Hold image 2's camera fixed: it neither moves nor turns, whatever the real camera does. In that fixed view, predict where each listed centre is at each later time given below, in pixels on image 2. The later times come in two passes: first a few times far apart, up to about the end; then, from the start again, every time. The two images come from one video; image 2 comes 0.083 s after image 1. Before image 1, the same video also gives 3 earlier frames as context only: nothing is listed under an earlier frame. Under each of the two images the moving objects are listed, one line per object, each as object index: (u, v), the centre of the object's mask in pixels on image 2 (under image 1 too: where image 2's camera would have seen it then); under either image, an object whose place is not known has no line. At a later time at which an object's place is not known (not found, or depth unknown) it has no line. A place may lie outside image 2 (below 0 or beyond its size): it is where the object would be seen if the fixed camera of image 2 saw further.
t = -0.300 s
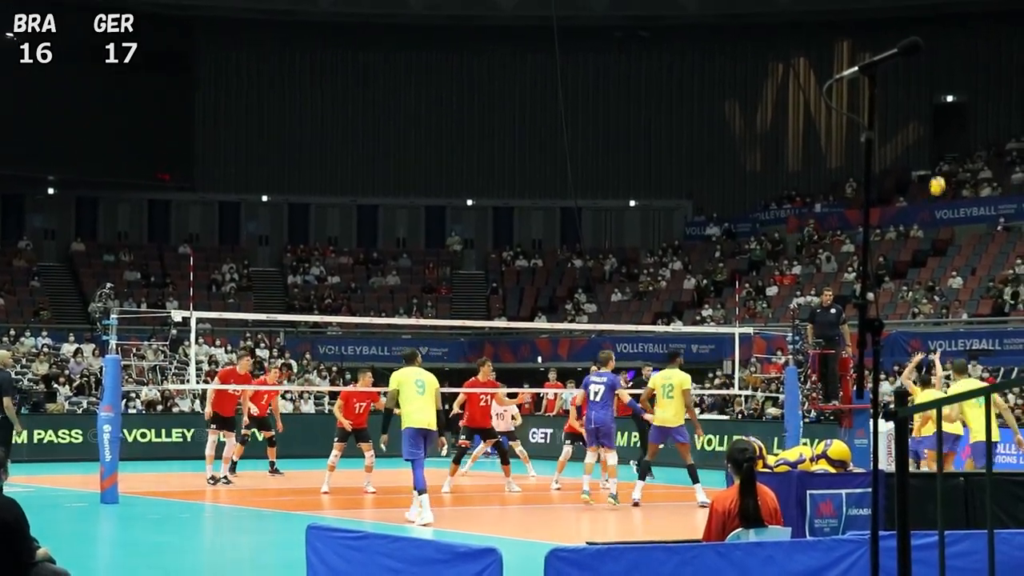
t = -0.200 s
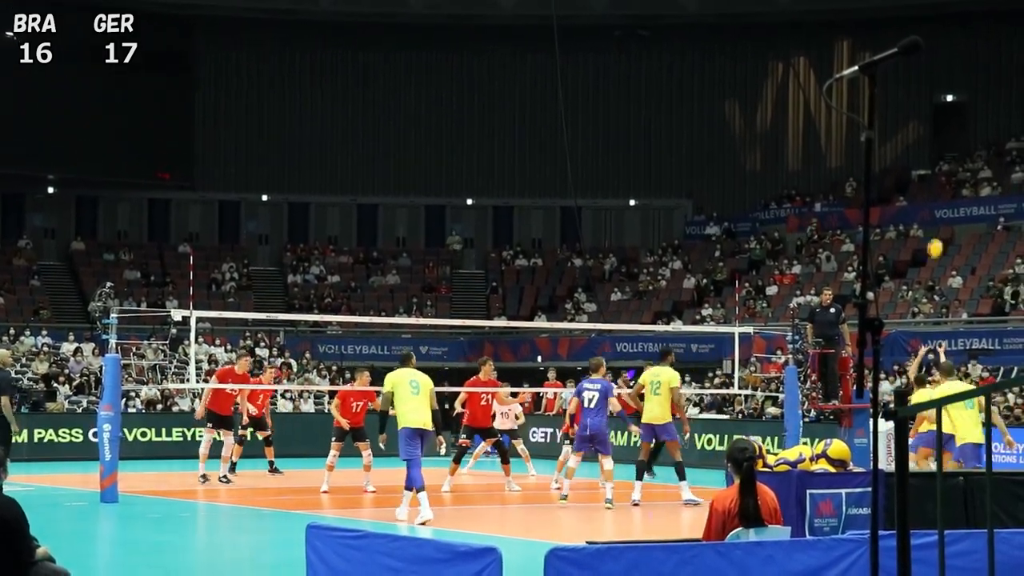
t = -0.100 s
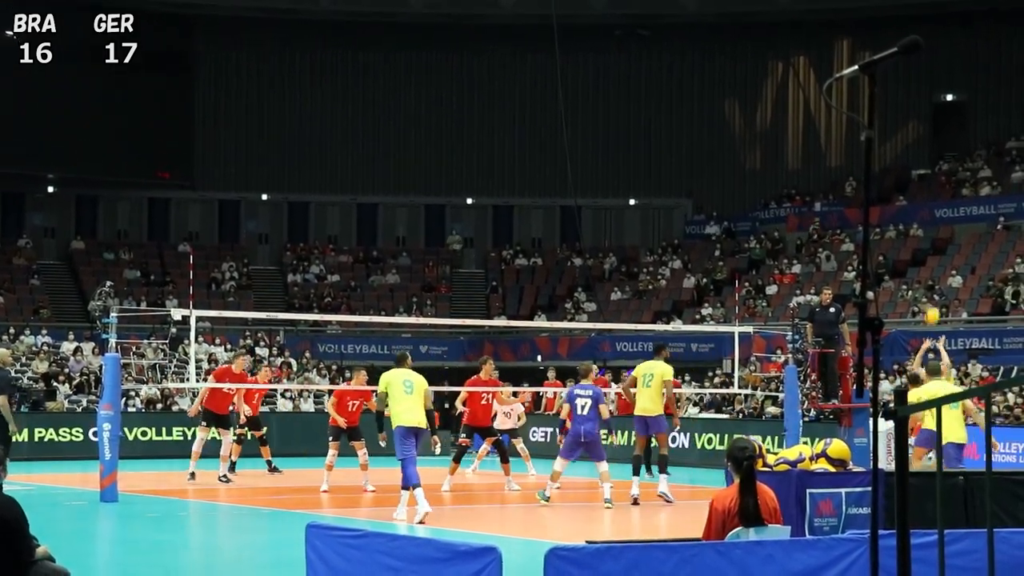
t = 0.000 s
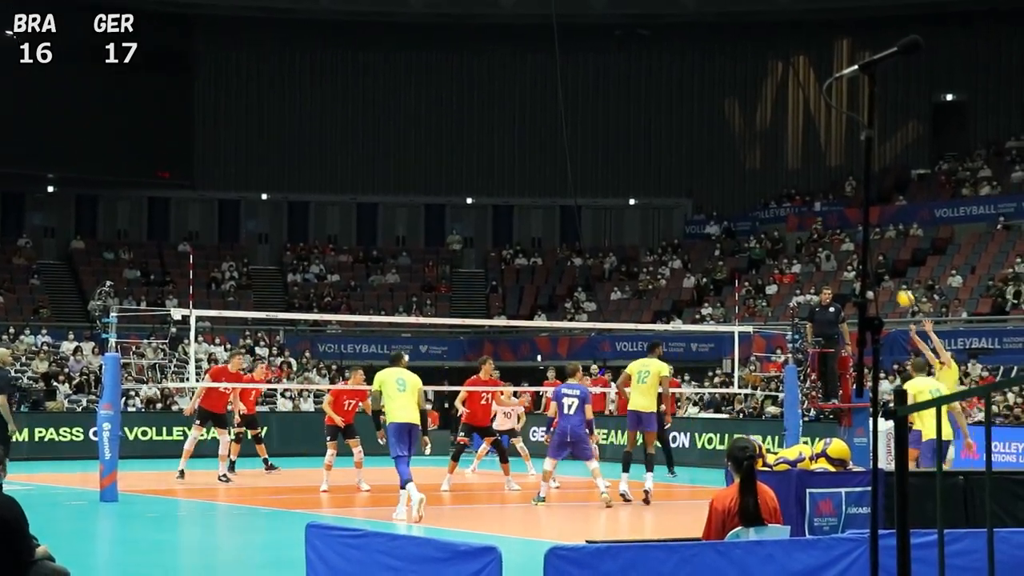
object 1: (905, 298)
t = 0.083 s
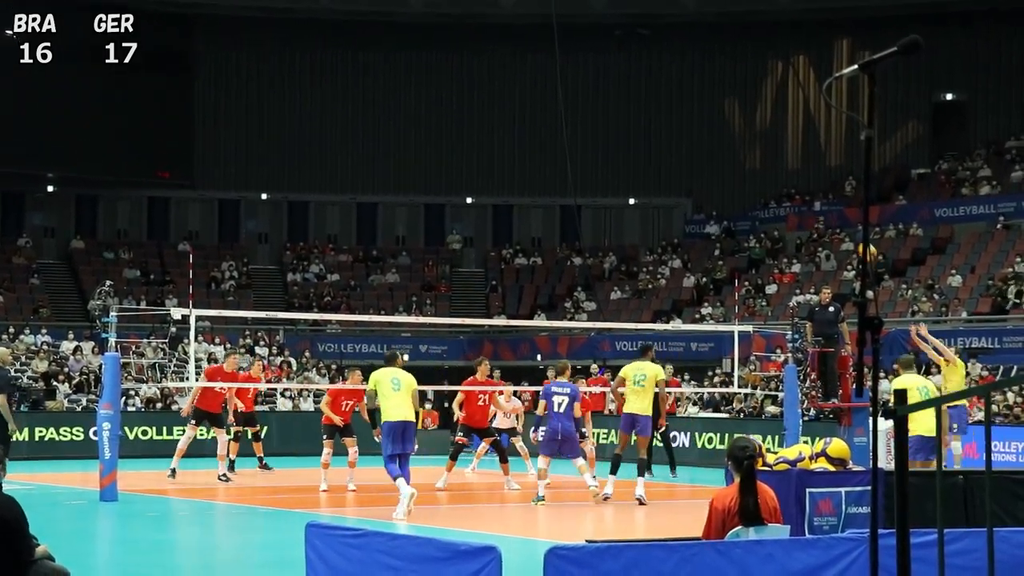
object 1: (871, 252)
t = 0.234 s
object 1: (799, 182)
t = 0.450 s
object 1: (705, 111)
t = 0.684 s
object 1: (606, 74)
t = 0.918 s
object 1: (509, 75)
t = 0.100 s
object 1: (857, 242)
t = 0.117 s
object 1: (851, 234)
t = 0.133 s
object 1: (844, 226)
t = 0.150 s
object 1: (836, 219)
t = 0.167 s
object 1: (828, 211)
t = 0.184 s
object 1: (821, 203)
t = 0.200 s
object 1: (814, 196)
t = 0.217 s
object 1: (806, 189)
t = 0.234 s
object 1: (799, 182)
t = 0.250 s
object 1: (792, 176)
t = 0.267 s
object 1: (784, 169)
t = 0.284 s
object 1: (777, 163)
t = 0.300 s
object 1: (770, 157)
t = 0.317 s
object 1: (763, 151)
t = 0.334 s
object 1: (756, 145)
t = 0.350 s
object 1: (749, 140)
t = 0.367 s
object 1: (741, 135)
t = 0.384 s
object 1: (734, 129)
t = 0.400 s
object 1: (727, 125)
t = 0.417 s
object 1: (720, 120)
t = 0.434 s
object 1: (713, 116)
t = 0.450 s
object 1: (705, 111)
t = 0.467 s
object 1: (698, 107)
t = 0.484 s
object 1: (691, 104)
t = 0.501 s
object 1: (684, 100)
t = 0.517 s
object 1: (677, 97)
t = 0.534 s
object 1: (670, 94)
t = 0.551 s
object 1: (663, 91)
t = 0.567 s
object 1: (655, 88)
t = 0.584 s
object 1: (648, 85)
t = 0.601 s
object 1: (641, 83)
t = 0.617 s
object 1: (634, 81)
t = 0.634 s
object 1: (627, 79)
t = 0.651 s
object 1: (620, 77)
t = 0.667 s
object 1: (613, 76)
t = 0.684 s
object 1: (606, 74)
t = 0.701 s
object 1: (600, 73)
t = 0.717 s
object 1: (592, 72)
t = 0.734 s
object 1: (585, 71)
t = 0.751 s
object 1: (578, 71)
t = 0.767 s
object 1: (572, 70)
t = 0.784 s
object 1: (565, 70)
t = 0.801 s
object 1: (558, 70)
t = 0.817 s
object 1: (551, 70)
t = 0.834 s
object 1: (544, 71)
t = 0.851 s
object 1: (537, 71)
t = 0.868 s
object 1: (530, 72)
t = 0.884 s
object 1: (523, 73)
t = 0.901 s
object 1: (516, 74)
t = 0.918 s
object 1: (509, 75)
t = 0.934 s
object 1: (502, 77)
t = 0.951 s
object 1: (495, 79)
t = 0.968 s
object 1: (489, 81)
